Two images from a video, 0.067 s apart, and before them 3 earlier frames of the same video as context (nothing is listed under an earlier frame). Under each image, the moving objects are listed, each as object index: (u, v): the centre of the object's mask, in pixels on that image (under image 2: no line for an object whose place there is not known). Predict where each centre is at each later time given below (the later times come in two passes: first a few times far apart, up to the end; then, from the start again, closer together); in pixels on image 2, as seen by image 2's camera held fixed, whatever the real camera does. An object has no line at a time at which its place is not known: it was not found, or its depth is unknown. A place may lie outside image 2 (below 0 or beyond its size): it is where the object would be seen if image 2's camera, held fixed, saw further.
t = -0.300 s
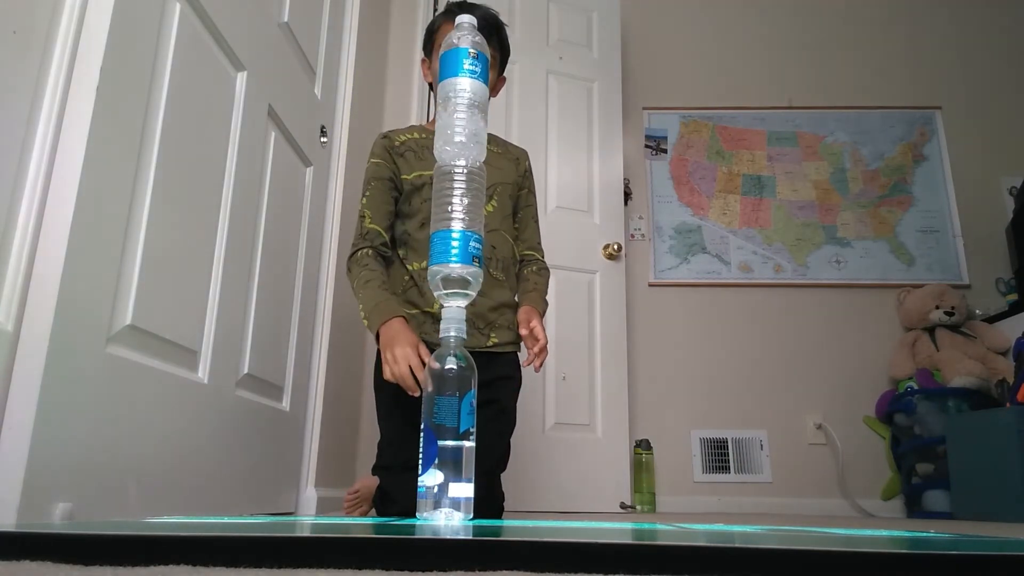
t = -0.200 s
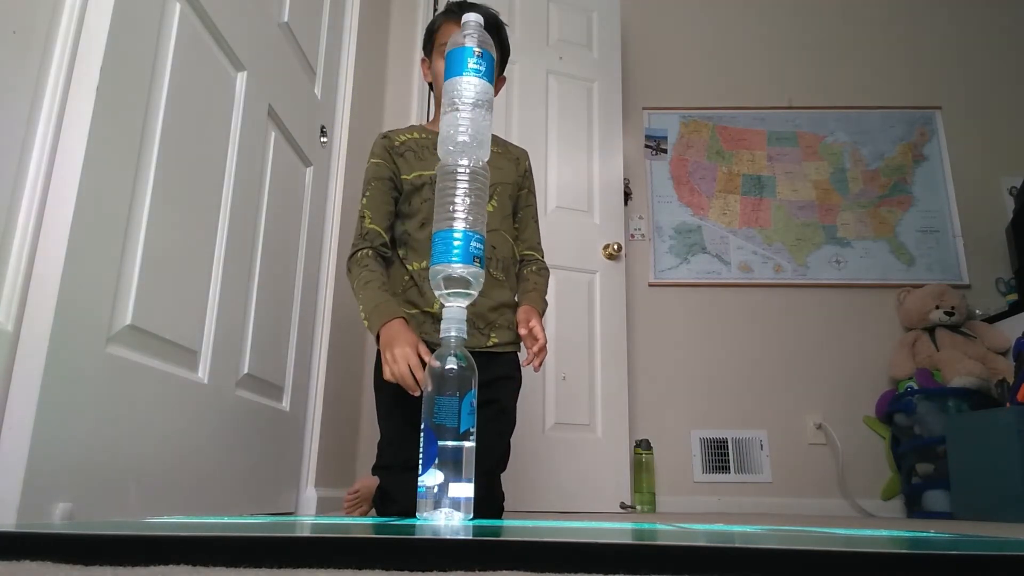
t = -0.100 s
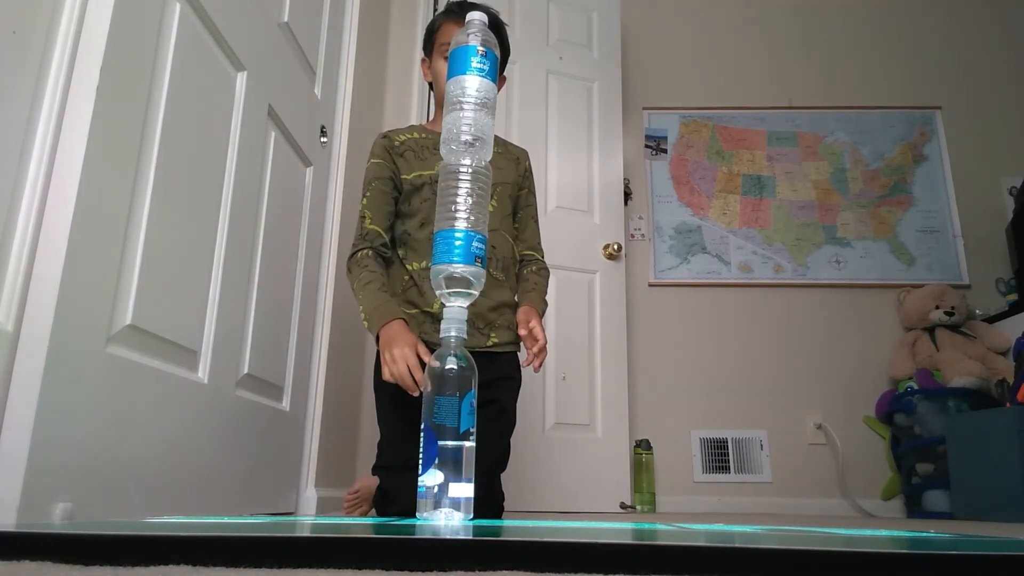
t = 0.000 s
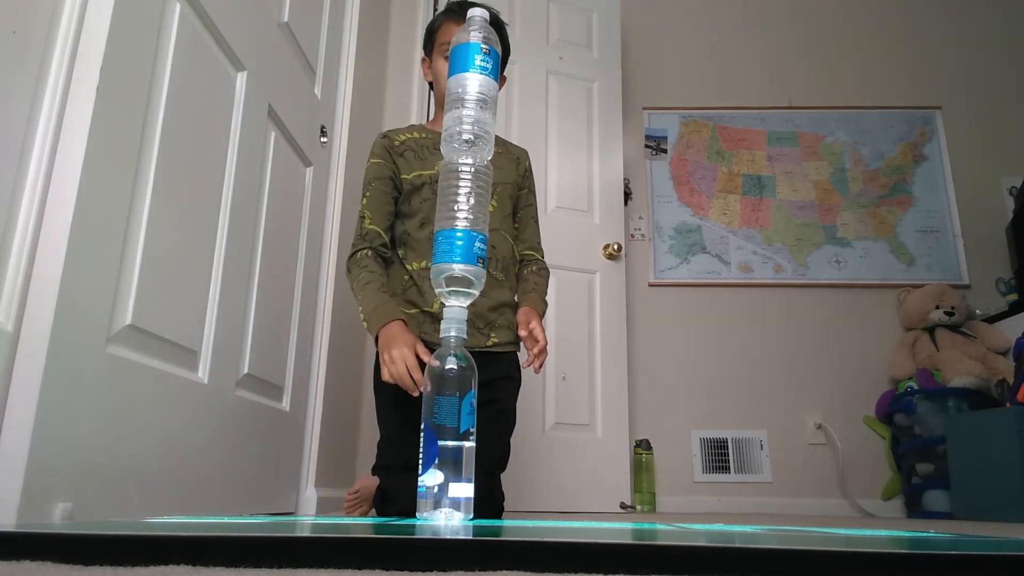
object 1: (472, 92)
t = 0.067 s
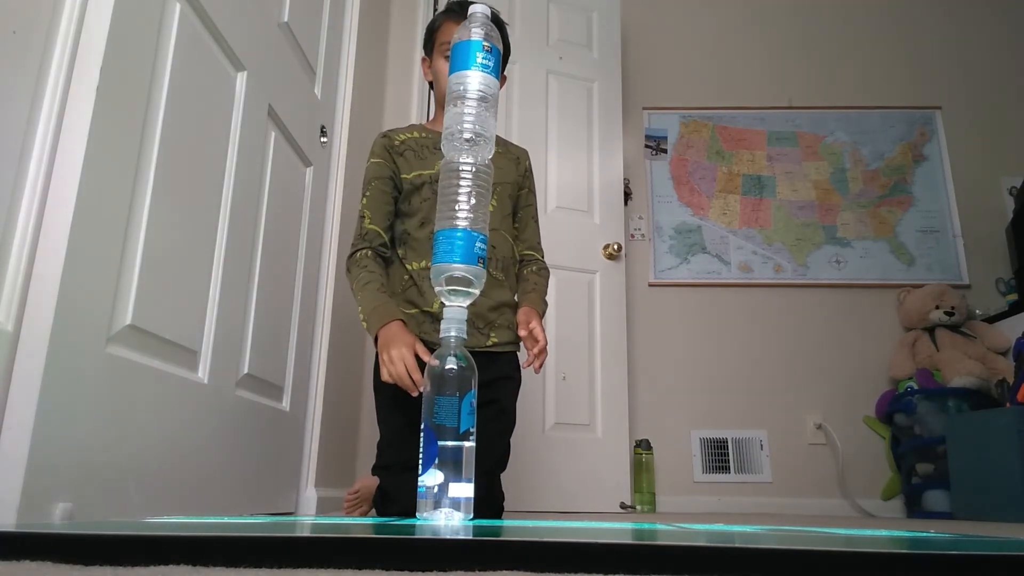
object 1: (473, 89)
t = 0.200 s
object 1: (476, 81)
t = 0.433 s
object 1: (504, 85)
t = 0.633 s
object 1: (579, 495)
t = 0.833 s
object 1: (824, 514)
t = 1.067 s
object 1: (935, 508)
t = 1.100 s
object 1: (943, 510)
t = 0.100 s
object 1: (473, 87)
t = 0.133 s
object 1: (474, 86)
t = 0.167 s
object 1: (475, 84)
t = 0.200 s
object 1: (476, 81)
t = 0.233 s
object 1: (478, 79)
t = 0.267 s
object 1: (480, 77)
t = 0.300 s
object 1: (483, 75)
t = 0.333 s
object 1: (487, 73)
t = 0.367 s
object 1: (492, 73)
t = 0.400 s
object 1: (498, 75)
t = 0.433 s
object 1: (504, 85)
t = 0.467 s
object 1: (512, 103)
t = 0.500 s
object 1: (522, 132)
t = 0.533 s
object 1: (534, 193)
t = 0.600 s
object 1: (553, 425)
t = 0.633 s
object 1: (579, 495)
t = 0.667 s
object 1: (599, 486)
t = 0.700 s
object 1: (630, 490)
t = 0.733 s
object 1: (673, 497)
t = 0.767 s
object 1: (726, 513)
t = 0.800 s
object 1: (782, 517)
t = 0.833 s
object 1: (824, 514)
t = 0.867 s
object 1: (851, 509)
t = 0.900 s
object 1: (871, 506)
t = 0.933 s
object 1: (886, 505)
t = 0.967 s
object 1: (899, 507)
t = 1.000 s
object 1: (914, 507)
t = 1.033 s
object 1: (926, 508)
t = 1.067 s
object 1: (935, 508)
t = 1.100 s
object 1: (943, 510)
